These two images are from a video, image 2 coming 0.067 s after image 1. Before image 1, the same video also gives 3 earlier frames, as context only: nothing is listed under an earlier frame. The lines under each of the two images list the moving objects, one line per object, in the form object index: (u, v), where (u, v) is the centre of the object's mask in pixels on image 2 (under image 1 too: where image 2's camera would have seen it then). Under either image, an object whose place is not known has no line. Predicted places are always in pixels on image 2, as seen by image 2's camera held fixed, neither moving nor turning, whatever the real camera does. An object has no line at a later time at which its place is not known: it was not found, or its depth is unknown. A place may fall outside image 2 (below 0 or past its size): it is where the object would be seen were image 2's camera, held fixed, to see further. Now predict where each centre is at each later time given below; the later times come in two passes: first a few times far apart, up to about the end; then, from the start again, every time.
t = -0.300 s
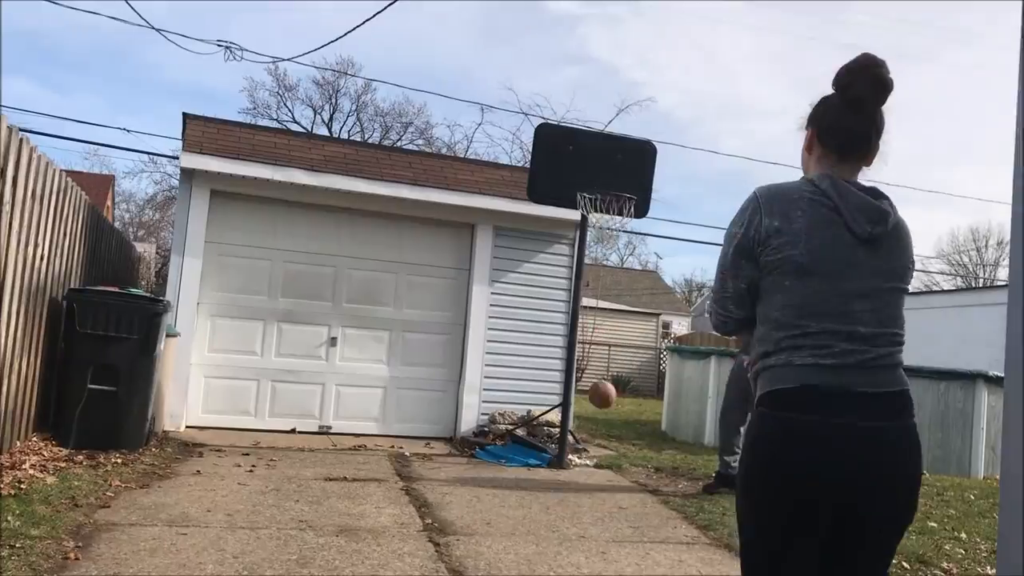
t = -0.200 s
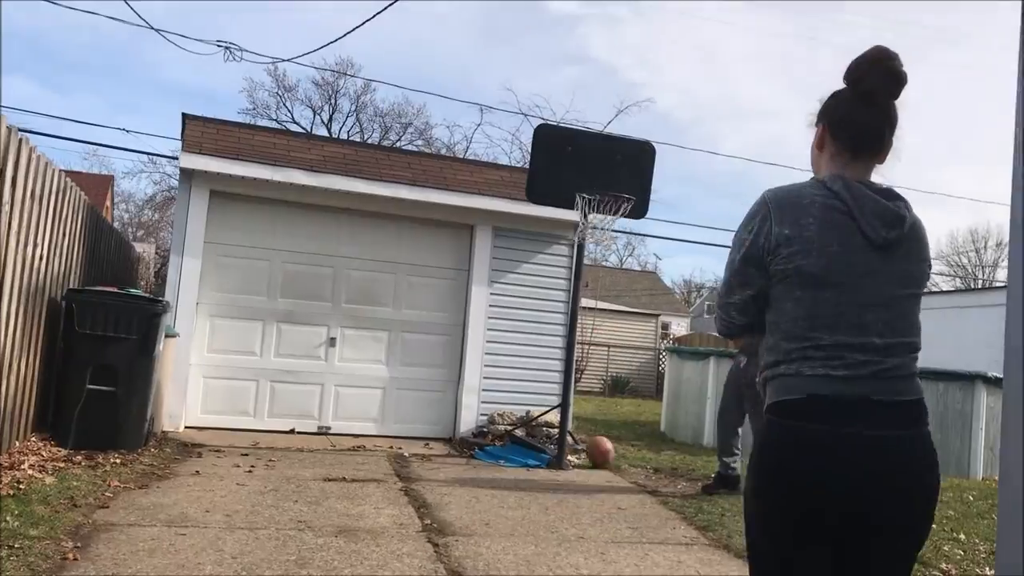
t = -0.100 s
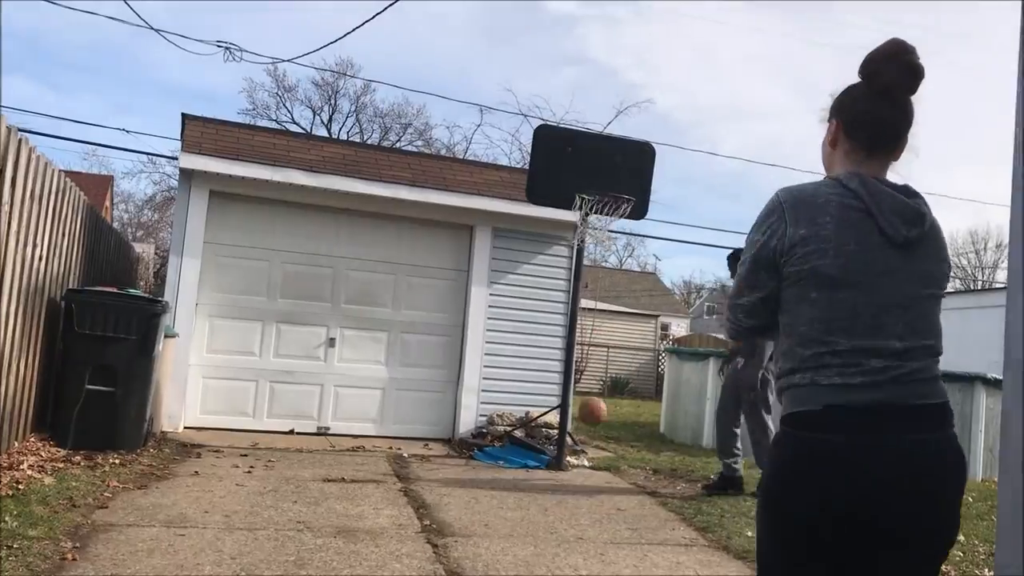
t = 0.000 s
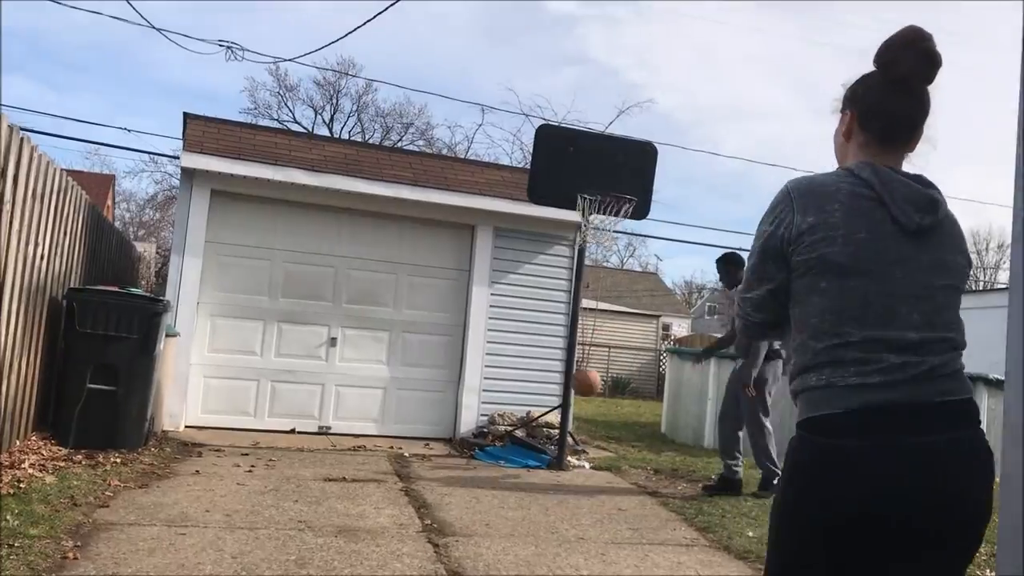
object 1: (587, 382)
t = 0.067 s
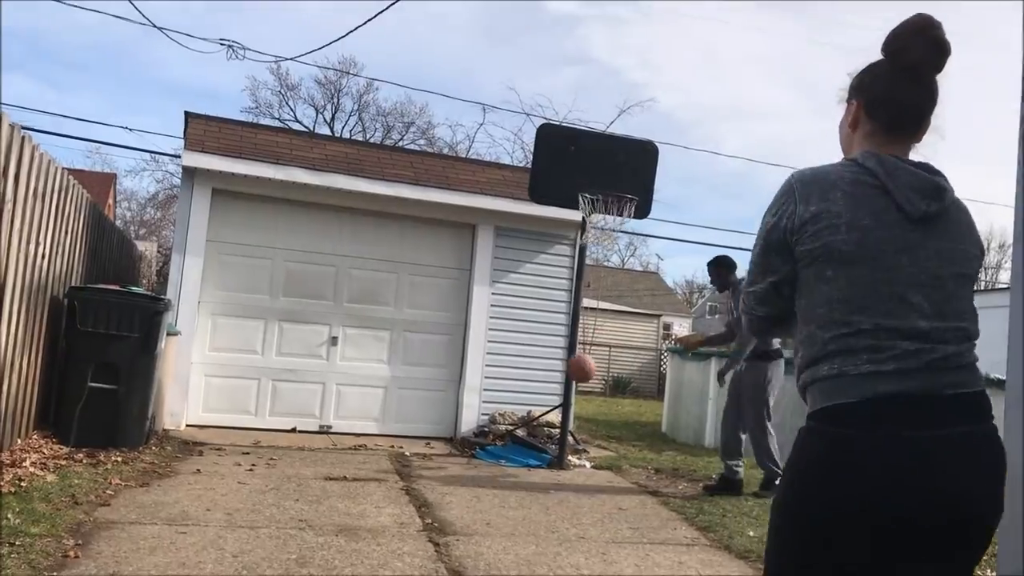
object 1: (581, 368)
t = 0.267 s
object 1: (559, 358)
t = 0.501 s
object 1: (524, 414)
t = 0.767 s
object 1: (490, 427)
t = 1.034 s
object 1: (459, 405)
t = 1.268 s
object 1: (418, 483)
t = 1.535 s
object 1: (380, 447)
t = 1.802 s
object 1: (321, 514)
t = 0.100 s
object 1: (578, 363)
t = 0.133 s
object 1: (574, 360)
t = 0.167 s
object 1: (571, 357)
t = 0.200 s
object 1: (567, 356)
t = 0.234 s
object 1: (563, 356)
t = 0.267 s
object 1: (559, 358)
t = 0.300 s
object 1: (554, 361)
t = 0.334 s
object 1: (550, 366)
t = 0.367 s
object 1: (545, 372)
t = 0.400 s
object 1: (540, 380)
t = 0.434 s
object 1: (535, 390)
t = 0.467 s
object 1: (529, 402)
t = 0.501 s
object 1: (524, 414)
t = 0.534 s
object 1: (519, 429)
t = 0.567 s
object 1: (512, 447)
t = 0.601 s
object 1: (505, 466)
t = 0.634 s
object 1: (500, 479)
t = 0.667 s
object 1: (497, 463)
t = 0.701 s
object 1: (495, 449)
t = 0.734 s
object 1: (494, 437)
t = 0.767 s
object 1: (490, 427)
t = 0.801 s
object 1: (487, 418)
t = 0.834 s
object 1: (484, 412)
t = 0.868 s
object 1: (480, 406)
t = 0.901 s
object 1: (476, 402)
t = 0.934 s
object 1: (472, 401)
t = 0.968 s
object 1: (468, 400)
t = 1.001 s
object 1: (464, 402)
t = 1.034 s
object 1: (459, 405)
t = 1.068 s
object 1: (455, 410)
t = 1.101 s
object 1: (449, 417)
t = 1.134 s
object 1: (444, 427)
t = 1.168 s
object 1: (438, 438)
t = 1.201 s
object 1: (432, 451)
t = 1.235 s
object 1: (426, 467)
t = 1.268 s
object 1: (418, 483)
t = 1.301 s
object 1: (411, 503)
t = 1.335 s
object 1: (408, 489)
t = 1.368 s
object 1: (404, 477)
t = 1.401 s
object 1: (400, 467)
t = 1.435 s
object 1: (395, 459)
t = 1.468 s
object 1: (390, 453)
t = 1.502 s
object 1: (386, 449)
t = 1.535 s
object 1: (380, 447)
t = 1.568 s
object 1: (374, 446)
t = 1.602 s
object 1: (368, 448)
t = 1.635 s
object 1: (361, 452)
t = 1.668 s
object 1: (354, 459)
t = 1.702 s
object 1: (346, 469)
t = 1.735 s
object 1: (338, 481)
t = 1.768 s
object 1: (329, 496)
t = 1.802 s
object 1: (321, 514)
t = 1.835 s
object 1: (311, 535)
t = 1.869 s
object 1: (306, 521)
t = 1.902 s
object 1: (300, 510)
